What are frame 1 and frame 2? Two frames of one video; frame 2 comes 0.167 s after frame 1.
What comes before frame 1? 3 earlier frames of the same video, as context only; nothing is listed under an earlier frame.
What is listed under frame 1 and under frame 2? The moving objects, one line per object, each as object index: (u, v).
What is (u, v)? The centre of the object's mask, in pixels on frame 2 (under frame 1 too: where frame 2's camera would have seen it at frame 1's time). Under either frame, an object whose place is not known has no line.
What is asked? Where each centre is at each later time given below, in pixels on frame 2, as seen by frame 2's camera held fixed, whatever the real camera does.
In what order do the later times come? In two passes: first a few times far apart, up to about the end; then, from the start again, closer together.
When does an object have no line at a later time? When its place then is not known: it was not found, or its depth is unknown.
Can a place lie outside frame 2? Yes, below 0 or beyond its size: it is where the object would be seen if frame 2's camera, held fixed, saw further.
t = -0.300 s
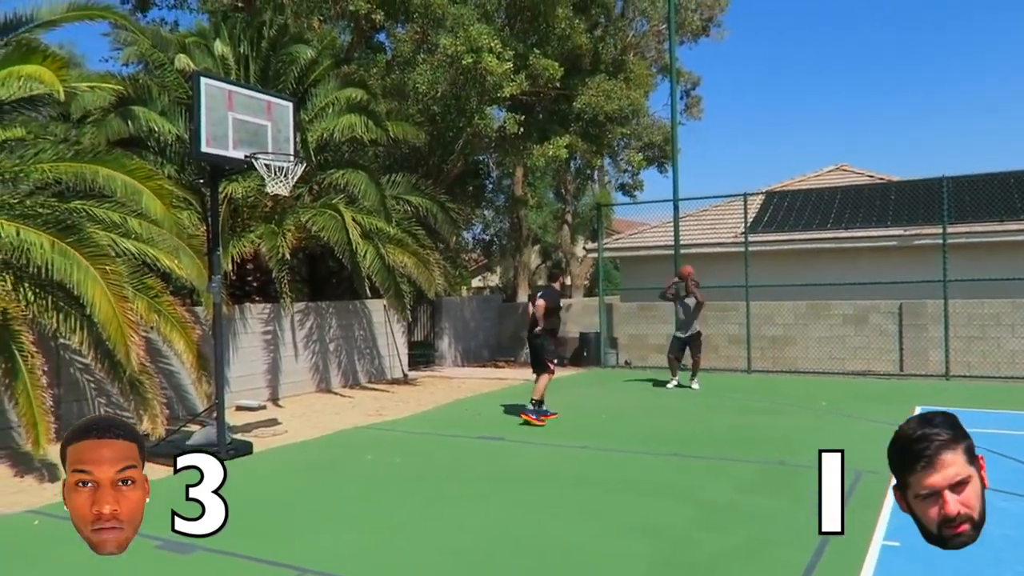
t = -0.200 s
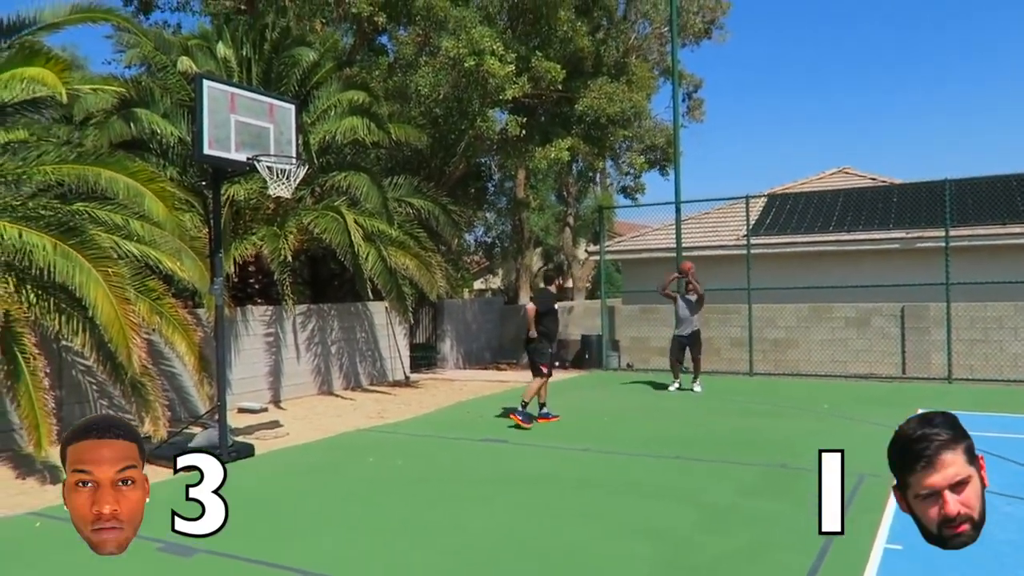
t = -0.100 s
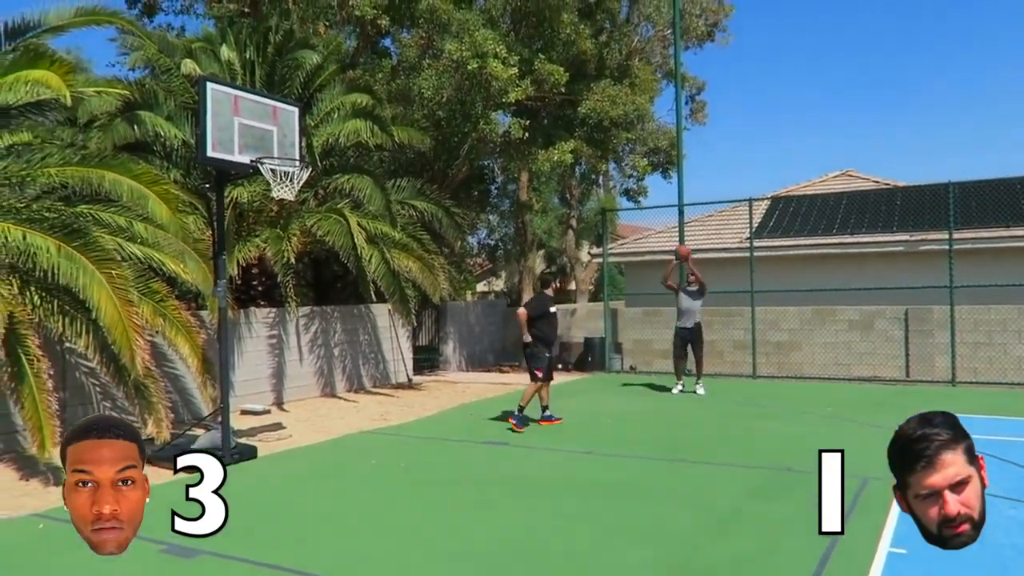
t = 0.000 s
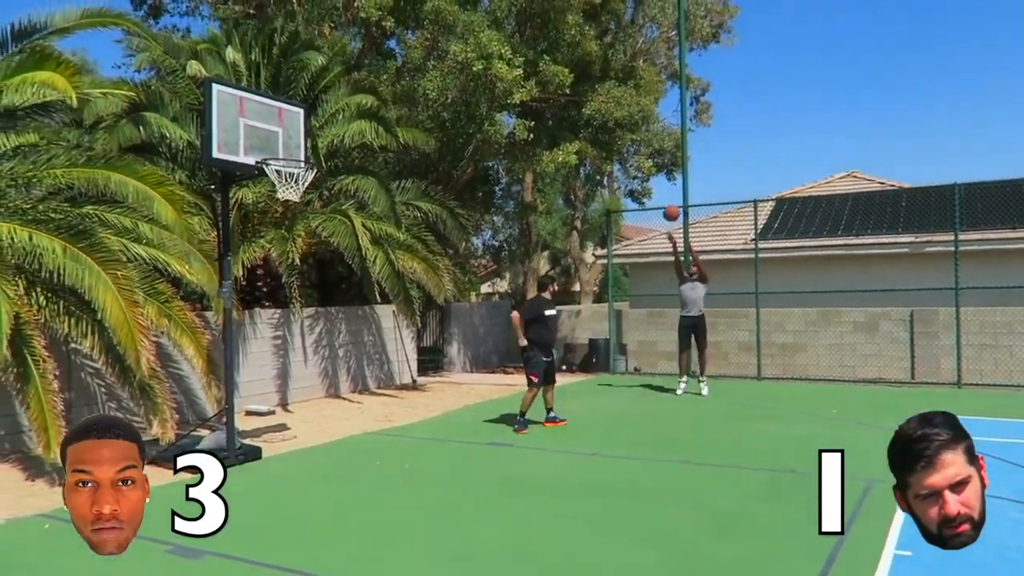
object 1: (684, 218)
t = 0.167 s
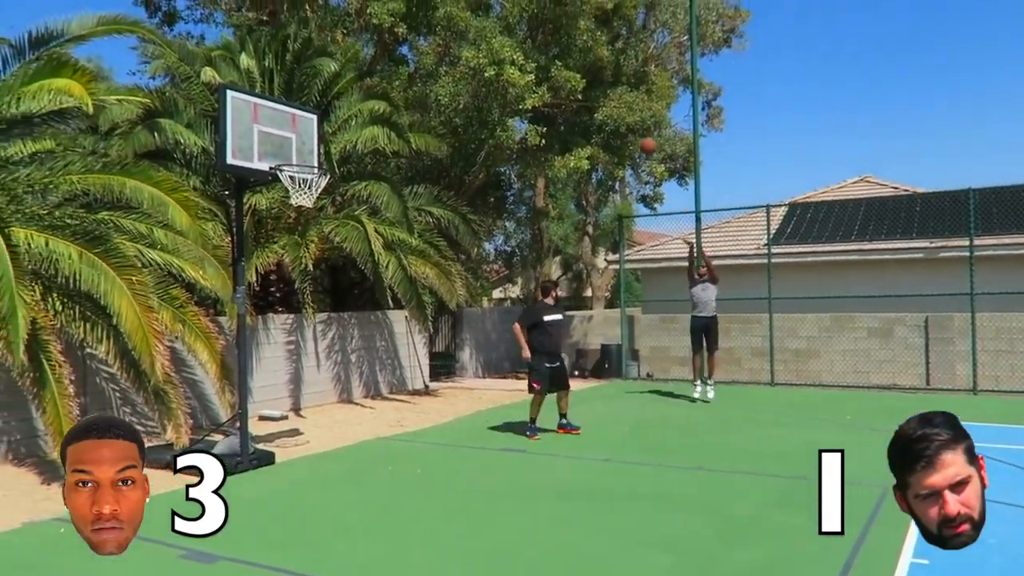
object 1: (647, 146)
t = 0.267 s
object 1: (623, 109)
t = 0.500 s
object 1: (565, 44)
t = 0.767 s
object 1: (488, 19)
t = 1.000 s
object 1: (409, 48)
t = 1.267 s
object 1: (300, 160)
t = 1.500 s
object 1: (316, 151)
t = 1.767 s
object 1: (316, 168)
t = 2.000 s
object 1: (328, 254)
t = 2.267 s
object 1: (334, 418)
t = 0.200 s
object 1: (640, 132)
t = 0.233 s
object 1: (632, 119)
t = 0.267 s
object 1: (623, 109)
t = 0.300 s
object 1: (616, 96)
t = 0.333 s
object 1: (608, 86)
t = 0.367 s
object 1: (600, 76)
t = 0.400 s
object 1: (592, 67)
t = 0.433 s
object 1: (583, 59)
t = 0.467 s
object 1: (574, 51)
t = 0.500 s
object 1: (565, 44)
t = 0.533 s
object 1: (556, 37)
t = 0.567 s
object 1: (547, 33)
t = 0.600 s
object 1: (537, 29)
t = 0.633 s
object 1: (528, 26)
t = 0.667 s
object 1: (518, 23)
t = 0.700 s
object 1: (507, 20)
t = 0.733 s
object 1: (498, 19)
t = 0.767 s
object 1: (488, 19)
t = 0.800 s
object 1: (477, 20)
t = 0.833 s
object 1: (467, 22)
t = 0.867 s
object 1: (456, 25)
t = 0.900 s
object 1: (444, 29)
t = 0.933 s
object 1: (433, 35)
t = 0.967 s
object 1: (422, 41)
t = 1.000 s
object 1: (409, 48)
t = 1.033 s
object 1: (397, 57)
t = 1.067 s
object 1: (383, 67)
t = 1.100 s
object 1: (371, 78)
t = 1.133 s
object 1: (357, 93)
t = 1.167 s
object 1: (344, 107)
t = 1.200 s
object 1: (331, 123)
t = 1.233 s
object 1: (315, 143)
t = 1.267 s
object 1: (300, 160)
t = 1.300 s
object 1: (297, 161)
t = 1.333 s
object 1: (296, 162)
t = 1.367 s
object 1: (308, 159)
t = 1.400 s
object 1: (316, 159)
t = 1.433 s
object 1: (316, 156)
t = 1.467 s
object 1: (316, 152)
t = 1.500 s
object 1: (316, 151)
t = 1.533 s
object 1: (316, 151)
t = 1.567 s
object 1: (316, 151)
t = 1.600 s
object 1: (316, 153)
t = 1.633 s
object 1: (315, 153)
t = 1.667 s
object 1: (314, 156)
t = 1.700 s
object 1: (315, 158)
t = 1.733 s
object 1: (318, 160)
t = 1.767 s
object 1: (316, 168)
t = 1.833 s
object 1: (328, 193)
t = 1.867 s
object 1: (326, 201)
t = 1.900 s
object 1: (324, 213)
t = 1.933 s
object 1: (326, 224)
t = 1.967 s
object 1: (329, 239)
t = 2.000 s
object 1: (328, 254)
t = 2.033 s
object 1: (328, 270)
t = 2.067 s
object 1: (330, 287)
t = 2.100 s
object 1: (331, 305)
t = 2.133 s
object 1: (332, 326)
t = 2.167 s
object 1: (333, 347)
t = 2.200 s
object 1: (334, 370)
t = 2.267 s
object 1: (334, 418)
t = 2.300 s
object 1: (335, 444)
